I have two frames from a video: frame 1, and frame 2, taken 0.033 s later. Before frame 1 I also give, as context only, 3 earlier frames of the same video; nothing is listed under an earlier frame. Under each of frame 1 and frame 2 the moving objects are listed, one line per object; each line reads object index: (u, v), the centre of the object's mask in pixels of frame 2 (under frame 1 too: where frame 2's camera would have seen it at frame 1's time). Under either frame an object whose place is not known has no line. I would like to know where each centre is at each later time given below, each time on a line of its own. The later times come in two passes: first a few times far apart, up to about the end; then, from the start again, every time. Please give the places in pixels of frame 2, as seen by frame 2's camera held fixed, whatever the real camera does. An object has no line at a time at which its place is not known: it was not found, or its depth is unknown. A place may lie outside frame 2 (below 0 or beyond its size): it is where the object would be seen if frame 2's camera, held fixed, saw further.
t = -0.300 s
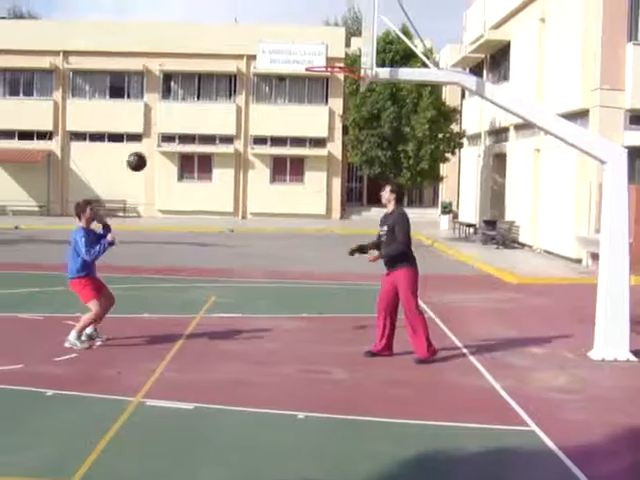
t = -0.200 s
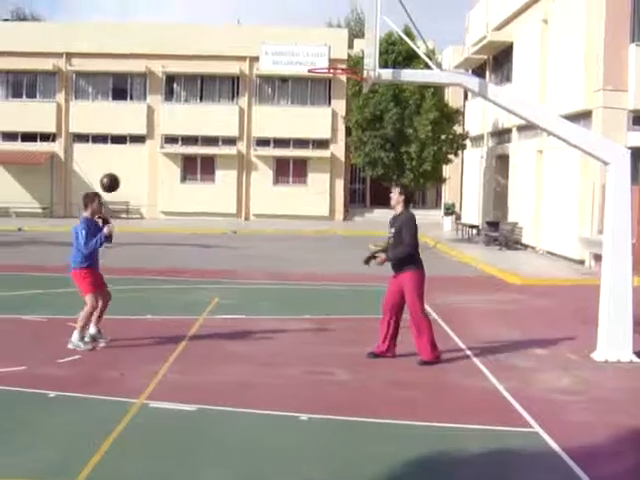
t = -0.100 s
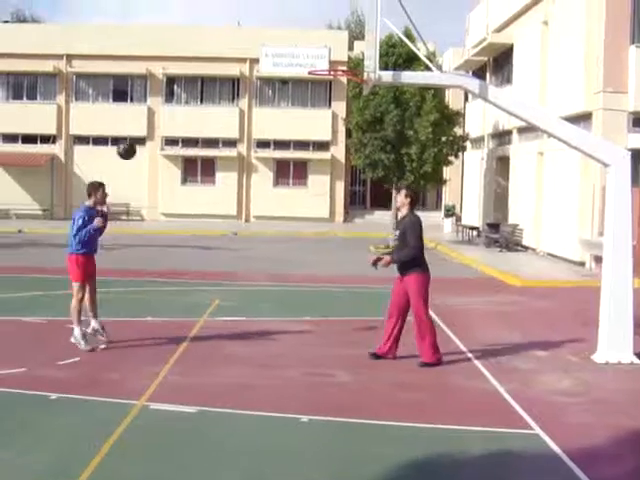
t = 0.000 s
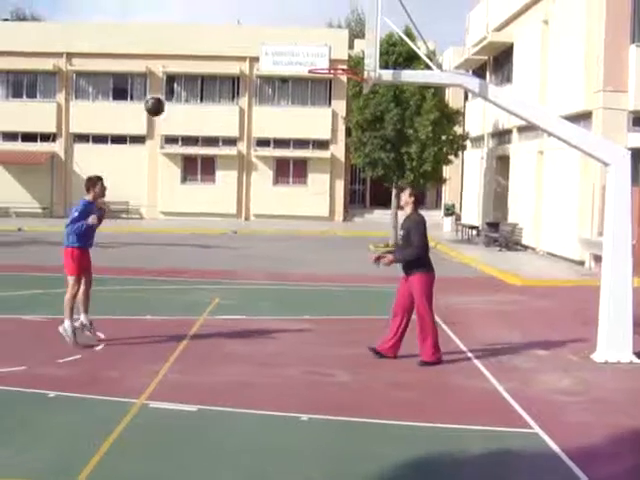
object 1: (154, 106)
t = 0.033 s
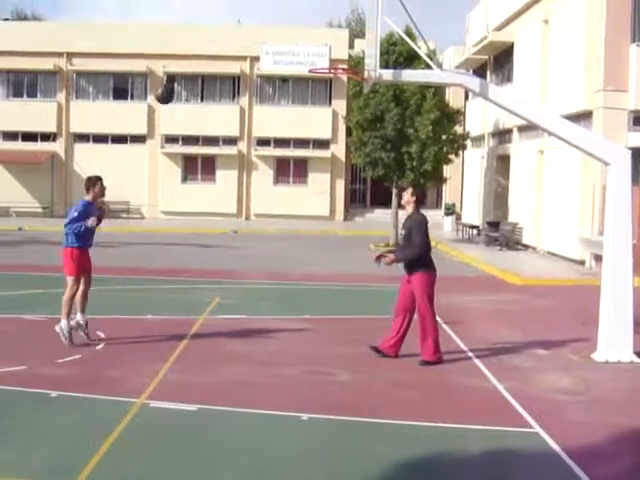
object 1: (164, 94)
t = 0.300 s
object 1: (237, 36)
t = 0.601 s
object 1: (315, 48)
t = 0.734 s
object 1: (338, 68)
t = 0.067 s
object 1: (174, 85)
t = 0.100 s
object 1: (182, 73)
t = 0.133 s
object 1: (192, 65)
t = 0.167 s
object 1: (201, 56)
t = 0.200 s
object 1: (210, 50)
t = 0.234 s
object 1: (219, 44)
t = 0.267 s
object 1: (228, 39)
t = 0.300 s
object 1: (237, 36)
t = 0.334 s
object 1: (246, 33)
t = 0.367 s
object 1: (254, 32)
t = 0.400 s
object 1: (263, 31)
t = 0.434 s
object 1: (272, 31)
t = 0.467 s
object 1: (281, 33)
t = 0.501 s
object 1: (289, 35)
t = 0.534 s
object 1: (298, 38)
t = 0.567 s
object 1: (306, 43)
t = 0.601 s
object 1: (315, 48)
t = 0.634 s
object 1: (323, 55)
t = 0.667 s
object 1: (331, 62)
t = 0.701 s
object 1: (337, 68)
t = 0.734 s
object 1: (338, 68)
